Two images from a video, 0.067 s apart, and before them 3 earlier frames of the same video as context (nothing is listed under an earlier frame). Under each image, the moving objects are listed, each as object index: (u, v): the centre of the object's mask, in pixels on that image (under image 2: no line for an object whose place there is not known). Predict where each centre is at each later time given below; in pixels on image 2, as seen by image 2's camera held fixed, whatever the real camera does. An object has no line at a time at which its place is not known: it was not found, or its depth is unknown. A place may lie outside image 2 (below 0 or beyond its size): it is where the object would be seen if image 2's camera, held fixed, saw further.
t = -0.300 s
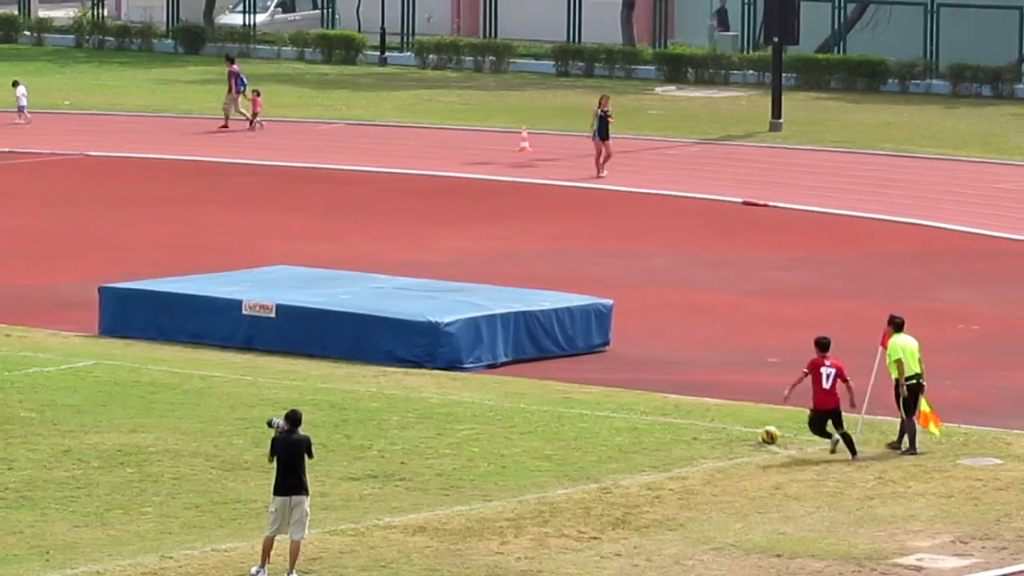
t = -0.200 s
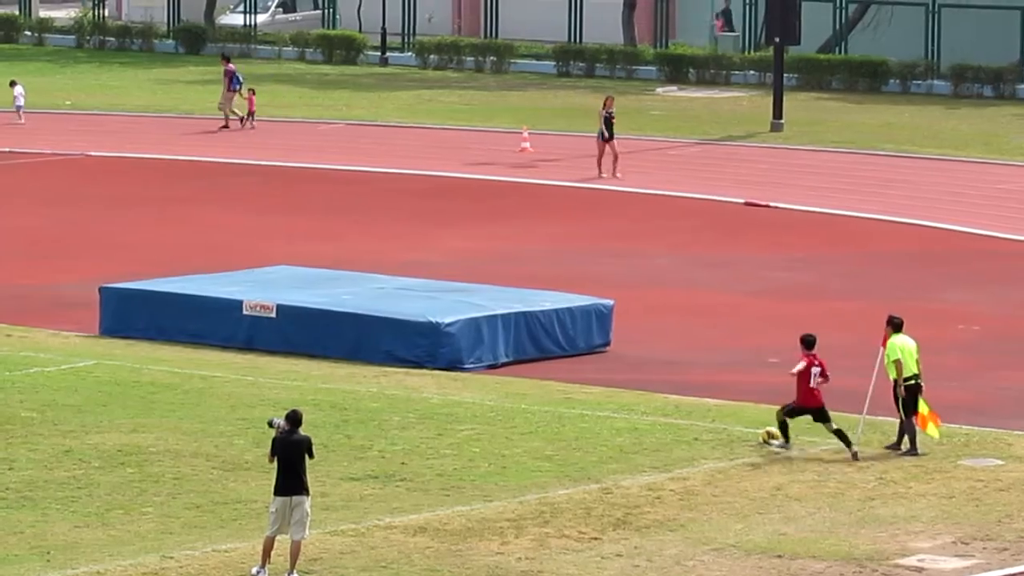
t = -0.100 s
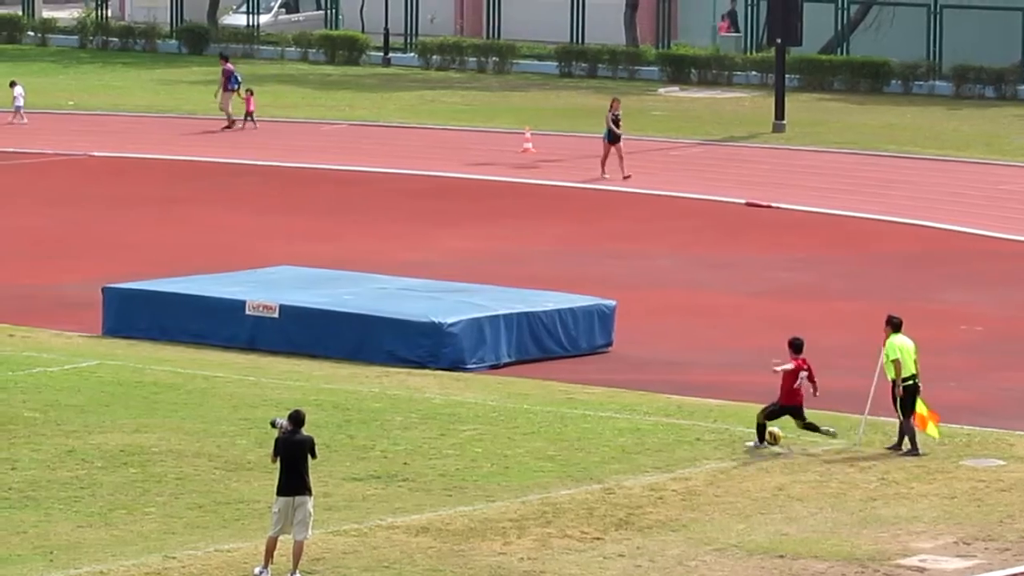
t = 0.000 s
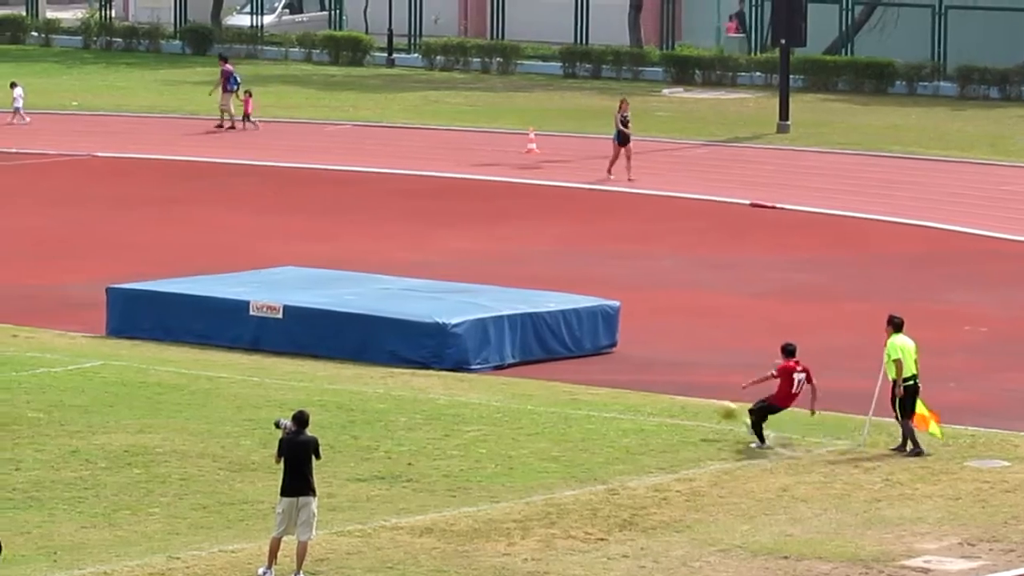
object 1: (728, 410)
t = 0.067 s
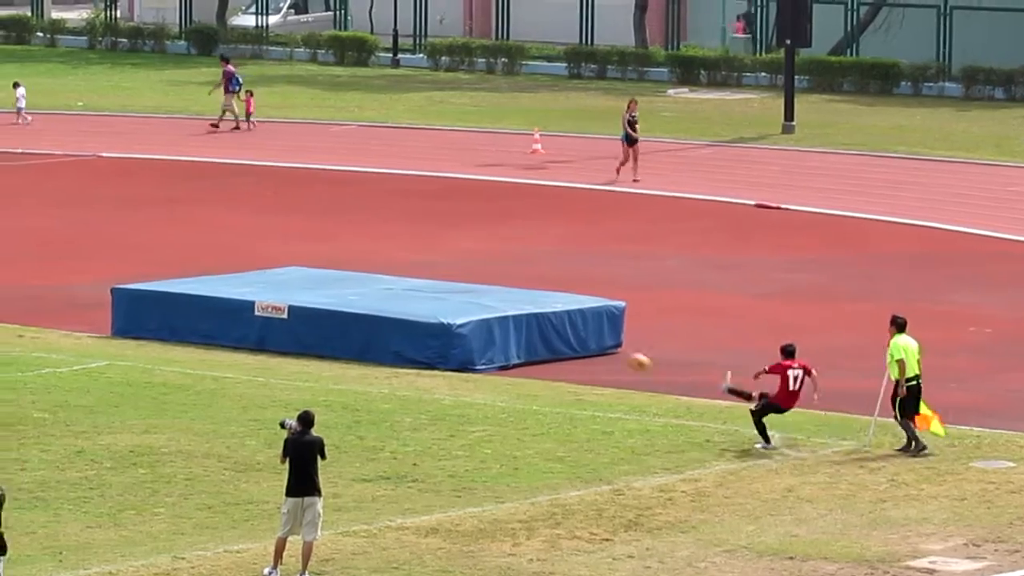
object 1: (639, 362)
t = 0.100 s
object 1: (594, 339)
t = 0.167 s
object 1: (506, 297)
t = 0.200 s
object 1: (465, 276)
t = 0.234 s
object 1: (424, 258)
